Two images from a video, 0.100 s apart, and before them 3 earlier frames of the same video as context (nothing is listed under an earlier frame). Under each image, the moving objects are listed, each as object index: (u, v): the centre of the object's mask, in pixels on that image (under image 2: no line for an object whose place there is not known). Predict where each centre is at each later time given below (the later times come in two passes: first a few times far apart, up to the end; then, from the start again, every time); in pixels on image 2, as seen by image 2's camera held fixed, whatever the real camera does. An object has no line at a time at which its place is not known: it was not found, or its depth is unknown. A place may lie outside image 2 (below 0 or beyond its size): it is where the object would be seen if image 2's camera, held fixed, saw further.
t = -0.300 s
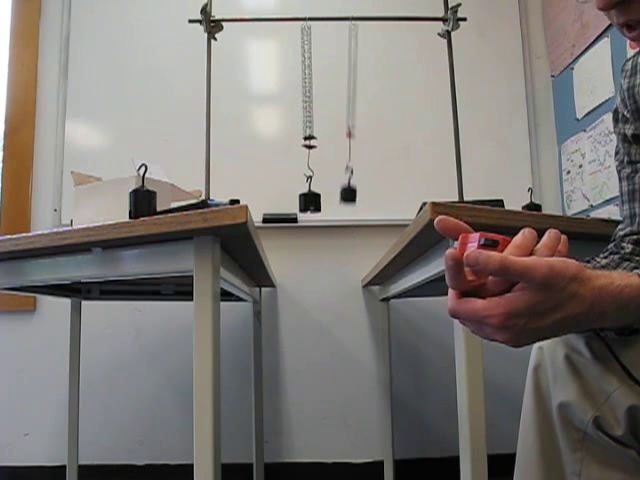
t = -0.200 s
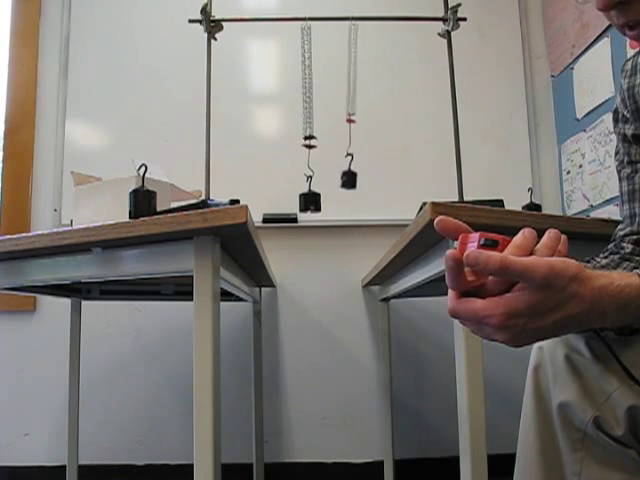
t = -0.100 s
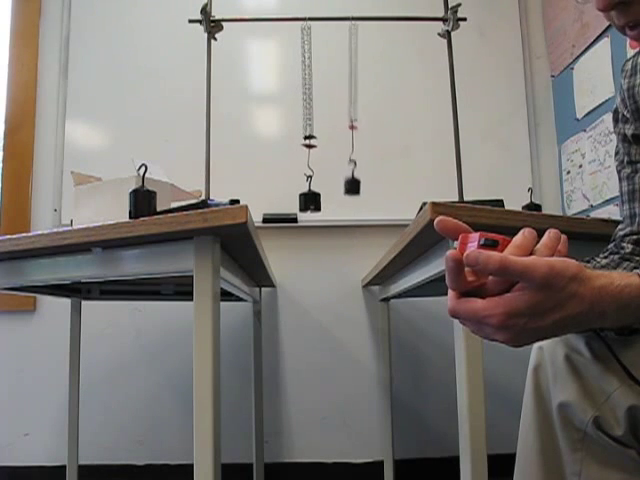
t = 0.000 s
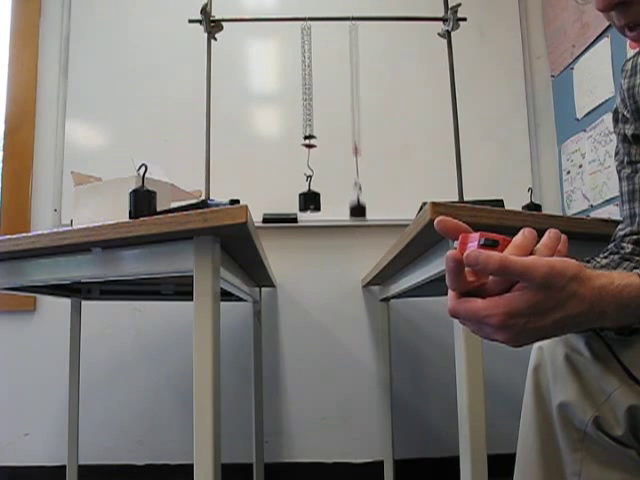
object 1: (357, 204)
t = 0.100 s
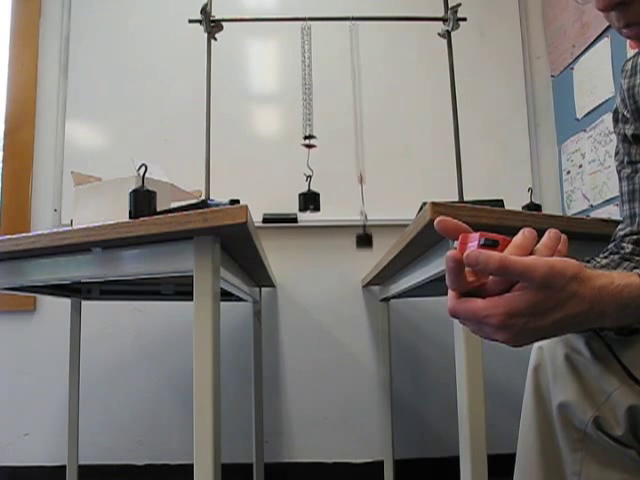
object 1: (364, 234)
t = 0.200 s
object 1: (368, 251)
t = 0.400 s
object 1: (368, 223)
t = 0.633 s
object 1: (356, 172)
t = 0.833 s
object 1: (351, 211)
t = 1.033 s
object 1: (356, 252)
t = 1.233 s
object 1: (364, 211)
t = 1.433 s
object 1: (369, 174)
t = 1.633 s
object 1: (366, 209)
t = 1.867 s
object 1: (356, 249)
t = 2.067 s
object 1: (351, 204)
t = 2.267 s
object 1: (356, 177)
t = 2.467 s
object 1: (365, 220)
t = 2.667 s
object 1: (369, 250)
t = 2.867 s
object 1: (360, 202)
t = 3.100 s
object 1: (350, 177)
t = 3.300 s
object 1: (352, 229)
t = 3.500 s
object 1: (362, 248)
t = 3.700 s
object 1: (369, 197)
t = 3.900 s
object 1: (367, 176)
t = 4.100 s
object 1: (360, 228)
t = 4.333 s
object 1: (352, 245)
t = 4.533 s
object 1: (355, 191)
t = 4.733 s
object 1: (363, 182)
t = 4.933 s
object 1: (369, 234)
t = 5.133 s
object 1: (364, 243)
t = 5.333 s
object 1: (353, 188)
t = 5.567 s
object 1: (350, 187)
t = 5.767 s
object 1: (359, 242)
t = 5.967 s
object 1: (369, 240)
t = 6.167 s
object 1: (368, 183)
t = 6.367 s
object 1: (360, 184)
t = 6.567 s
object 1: (354, 242)
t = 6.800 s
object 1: (355, 234)
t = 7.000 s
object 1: (362, 180)
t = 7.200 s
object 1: (369, 192)
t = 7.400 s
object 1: (367, 244)
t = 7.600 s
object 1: (356, 231)
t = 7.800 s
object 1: (349, 181)
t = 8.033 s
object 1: (355, 200)
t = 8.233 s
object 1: (366, 248)
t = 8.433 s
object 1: (369, 227)
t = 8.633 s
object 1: (362, 175)
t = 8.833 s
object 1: (354, 198)
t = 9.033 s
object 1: (353, 250)
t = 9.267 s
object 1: (361, 219)
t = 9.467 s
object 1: (368, 176)
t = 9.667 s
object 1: (368, 205)
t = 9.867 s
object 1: (360, 249)
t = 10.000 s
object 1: (354, 237)
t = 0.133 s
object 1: (366, 243)
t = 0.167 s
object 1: (367, 249)
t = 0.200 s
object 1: (368, 251)
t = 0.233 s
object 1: (369, 251)
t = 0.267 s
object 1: (370, 250)
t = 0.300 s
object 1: (370, 247)
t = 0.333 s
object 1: (370, 240)
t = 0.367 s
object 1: (369, 231)
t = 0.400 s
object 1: (368, 223)
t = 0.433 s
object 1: (367, 209)
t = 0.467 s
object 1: (365, 199)
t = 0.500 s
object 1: (363, 190)
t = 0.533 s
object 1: (361, 180)
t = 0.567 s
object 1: (360, 175)
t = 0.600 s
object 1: (358, 173)
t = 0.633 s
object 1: (356, 172)
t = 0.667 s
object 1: (355, 174)
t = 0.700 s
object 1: (354, 178)
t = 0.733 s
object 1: (353, 183)
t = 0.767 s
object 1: (351, 191)
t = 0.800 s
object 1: (351, 200)
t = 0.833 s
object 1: (351, 211)
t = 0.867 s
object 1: (351, 222)
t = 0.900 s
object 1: (351, 232)
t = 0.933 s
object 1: (352, 241)
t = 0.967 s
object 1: (353, 248)
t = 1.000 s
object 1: (354, 251)
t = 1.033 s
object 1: (356, 252)
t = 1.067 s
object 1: (357, 251)
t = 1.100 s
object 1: (359, 247)
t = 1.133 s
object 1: (360, 242)
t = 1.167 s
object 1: (362, 234)
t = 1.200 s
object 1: (363, 222)
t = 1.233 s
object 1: (364, 211)
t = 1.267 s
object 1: (365, 202)
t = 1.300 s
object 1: (366, 192)
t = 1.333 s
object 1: (367, 185)
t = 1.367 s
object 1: (368, 179)
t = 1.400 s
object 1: (368, 175)
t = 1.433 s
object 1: (369, 174)
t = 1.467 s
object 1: (368, 175)
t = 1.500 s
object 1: (368, 178)
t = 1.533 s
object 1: (368, 183)
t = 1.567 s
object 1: (368, 191)
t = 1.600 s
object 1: (367, 199)
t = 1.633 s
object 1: (366, 209)
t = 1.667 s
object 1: (365, 219)
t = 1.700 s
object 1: (364, 230)
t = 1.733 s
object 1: (362, 238)
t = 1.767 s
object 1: (360, 245)
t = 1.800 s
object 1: (359, 249)
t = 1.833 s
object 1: (357, 251)
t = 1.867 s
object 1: (356, 249)
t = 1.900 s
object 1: (354, 247)
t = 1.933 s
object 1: (353, 240)
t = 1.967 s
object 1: (352, 236)
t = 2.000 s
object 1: (351, 225)
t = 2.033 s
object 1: (351, 214)
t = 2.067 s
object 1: (351, 204)
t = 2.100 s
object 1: (351, 196)
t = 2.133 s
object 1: (351, 186)
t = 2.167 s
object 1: (352, 181)
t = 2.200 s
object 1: (353, 177)
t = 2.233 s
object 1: (354, 176)
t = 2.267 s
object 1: (356, 177)
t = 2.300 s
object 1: (357, 180)
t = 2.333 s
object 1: (359, 185)
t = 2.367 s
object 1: (360, 192)
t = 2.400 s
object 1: (362, 201)
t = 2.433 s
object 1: (364, 210)
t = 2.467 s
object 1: (365, 220)
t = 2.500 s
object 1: (367, 229)
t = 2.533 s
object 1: (368, 238)
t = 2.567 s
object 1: (369, 246)
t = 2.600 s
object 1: (369, 249)
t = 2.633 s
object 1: (369, 251)
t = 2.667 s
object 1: (369, 250)
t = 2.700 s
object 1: (368, 248)
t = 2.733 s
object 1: (367, 241)
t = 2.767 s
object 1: (366, 234)
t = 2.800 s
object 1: (364, 224)
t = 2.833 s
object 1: (362, 213)
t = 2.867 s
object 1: (360, 202)
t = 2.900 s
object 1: (358, 193)
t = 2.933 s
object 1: (357, 183)
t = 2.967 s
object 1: (355, 178)
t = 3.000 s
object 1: (353, 175)
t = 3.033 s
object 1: (352, 173)
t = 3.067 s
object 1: (351, 174)
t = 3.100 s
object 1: (350, 177)
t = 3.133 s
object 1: (350, 182)
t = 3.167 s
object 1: (350, 190)
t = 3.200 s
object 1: (350, 198)
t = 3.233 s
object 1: (350, 207)
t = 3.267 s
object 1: (351, 217)
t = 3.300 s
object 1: (352, 229)
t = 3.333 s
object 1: (354, 238)
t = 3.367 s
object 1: (355, 245)
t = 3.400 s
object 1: (357, 249)
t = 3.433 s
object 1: (359, 250)
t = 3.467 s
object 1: (361, 250)
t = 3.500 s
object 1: (362, 248)
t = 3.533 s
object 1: (364, 243)
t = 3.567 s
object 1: (366, 237)
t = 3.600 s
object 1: (367, 228)
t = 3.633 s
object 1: (368, 216)
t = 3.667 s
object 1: (368, 207)
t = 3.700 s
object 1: (369, 197)
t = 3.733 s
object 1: (369, 189)
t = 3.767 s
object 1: (369, 181)
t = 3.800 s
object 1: (369, 176)
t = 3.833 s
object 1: (368, 174)
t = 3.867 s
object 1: (367, 173)
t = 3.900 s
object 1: (367, 176)
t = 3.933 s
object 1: (366, 181)
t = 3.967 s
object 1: (365, 187)
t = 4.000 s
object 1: (364, 198)
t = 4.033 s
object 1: (363, 207)
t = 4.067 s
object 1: (361, 218)
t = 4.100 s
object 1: (360, 228)
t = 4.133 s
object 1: (358, 237)
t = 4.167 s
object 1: (357, 243)
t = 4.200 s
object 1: (356, 249)
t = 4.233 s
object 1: (354, 250)
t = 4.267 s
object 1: (353, 251)
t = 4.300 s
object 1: (353, 248)
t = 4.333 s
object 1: (352, 245)
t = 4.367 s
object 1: (352, 238)
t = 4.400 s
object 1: (352, 229)
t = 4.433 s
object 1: (353, 219)
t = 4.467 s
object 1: (353, 209)
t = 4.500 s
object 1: (354, 200)
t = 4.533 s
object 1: (355, 191)
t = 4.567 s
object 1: (356, 184)
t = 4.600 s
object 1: (357, 179)
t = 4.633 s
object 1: (359, 177)
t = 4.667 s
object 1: (360, 177)
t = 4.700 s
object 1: (362, 179)
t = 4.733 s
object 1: (363, 182)
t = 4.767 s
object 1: (365, 189)
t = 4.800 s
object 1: (366, 196)
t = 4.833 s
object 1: (367, 205)
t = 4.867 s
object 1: (368, 215)
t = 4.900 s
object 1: (369, 225)
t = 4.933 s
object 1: (369, 234)
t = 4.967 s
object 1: (370, 242)
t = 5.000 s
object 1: (369, 247)
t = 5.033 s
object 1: (368, 249)
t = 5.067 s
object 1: (367, 249)
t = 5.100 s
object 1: (366, 248)
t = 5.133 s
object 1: (364, 243)
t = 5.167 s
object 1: (362, 236)
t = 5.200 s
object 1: (360, 227)
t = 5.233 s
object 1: (358, 217)
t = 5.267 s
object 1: (356, 207)
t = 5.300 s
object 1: (354, 198)
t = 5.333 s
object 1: (353, 188)
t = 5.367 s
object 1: (351, 182)
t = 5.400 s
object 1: (350, 178)
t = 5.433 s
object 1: (349, 176)
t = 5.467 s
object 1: (349, 175)
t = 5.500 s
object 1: (349, 177)
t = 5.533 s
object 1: (349, 181)
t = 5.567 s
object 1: (350, 187)
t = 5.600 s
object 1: (351, 195)
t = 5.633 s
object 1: (352, 204)
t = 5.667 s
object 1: (353, 214)
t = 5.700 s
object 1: (355, 223)
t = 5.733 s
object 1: (357, 233)
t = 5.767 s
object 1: (359, 242)
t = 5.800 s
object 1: (361, 248)
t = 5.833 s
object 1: (362, 250)
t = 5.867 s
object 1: (364, 251)
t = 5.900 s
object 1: (366, 249)
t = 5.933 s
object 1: (367, 245)
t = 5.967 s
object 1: (369, 240)
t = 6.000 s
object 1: (369, 231)
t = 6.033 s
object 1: (370, 220)
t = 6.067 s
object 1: (370, 210)
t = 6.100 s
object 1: (369, 200)
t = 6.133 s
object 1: (369, 191)
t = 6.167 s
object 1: (368, 183)
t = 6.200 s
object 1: (367, 177)
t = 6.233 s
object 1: (366, 174)
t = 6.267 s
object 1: (365, 173)
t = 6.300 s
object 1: (363, 175)
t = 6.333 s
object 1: (362, 178)
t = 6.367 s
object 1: (360, 184)
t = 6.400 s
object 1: (359, 192)
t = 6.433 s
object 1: (358, 201)
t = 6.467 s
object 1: (357, 209)
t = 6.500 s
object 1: (355, 221)
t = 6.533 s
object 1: (355, 231)
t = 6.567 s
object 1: (354, 242)
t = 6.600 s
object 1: (353, 248)
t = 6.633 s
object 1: (353, 249)
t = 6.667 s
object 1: (353, 251)
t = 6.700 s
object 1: (353, 249)
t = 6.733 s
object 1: (353, 247)
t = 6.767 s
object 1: (354, 242)
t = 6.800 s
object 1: (355, 234)
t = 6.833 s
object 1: (356, 225)
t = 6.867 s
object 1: (357, 215)
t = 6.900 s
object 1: (358, 205)
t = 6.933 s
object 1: (359, 197)
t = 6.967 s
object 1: (361, 188)
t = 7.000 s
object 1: (362, 180)
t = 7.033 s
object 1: (363, 177)
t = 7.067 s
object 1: (365, 176)
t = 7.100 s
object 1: (366, 177)
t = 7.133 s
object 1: (367, 180)
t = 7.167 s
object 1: (368, 185)
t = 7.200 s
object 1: (369, 192)
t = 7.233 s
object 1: (369, 201)
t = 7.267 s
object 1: (369, 209)
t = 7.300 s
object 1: (369, 220)
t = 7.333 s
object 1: (369, 229)
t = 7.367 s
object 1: (368, 238)
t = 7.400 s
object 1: (367, 244)
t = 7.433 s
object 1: (366, 248)
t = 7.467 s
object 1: (364, 249)
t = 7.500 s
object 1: (362, 249)
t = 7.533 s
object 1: (360, 245)
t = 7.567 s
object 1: (358, 238)
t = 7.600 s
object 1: (356, 231)
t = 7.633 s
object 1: (354, 222)
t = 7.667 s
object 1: (352, 211)
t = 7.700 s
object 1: (351, 201)
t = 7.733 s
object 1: (350, 192)
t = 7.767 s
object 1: (349, 186)
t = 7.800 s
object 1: (349, 181)
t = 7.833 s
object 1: (349, 178)
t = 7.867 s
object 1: (349, 177)
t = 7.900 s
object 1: (350, 178)
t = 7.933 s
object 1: (351, 181)
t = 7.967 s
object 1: (352, 185)
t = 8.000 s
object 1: (353, 192)
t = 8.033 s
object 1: (355, 200)
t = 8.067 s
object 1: (356, 209)
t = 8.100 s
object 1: (359, 219)
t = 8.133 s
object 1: (360, 228)
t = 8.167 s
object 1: (362, 237)
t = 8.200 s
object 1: (364, 244)
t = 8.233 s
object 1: (366, 248)
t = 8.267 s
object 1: (367, 249)
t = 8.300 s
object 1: (368, 250)
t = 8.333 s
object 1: (369, 247)
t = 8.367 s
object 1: (370, 241)
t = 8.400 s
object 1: (370, 234)
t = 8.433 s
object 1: (369, 227)
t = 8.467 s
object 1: (369, 215)
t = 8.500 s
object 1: (367, 204)
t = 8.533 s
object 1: (366, 194)
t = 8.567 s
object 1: (364, 184)
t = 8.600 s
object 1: (363, 179)
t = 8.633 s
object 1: (362, 175)
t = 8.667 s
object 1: (360, 174)
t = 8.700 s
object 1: (359, 174)
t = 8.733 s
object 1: (357, 177)
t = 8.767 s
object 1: (356, 182)
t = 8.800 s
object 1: (355, 189)
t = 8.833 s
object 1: (354, 198)
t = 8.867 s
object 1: (353, 206)
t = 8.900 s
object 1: (352, 217)
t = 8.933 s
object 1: (352, 229)
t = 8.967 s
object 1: (352, 238)
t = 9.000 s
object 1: (352, 244)
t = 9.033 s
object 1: (353, 250)
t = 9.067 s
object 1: (354, 251)
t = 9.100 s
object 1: (355, 250)
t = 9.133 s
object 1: (356, 248)
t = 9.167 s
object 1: (357, 242)
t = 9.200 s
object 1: (359, 238)
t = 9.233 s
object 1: (360, 229)
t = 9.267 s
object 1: (361, 219)
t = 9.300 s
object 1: (363, 209)
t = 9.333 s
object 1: (364, 197)
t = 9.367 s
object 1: (365, 191)
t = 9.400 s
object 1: (366, 182)
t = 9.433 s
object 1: (367, 178)
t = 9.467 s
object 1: (368, 176)
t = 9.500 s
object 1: (368, 176)
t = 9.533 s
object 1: (369, 178)
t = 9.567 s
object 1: (369, 182)
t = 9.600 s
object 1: (369, 188)
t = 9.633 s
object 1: (369, 196)
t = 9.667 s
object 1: (368, 205)
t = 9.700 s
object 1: (367, 214)
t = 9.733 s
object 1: (367, 224)
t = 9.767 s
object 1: (365, 233)
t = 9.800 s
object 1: (364, 241)
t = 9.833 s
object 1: (362, 246)
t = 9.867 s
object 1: (360, 249)
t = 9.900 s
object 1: (359, 249)
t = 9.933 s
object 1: (357, 246)
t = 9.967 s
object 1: (355, 242)
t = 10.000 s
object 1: (354, 237)
